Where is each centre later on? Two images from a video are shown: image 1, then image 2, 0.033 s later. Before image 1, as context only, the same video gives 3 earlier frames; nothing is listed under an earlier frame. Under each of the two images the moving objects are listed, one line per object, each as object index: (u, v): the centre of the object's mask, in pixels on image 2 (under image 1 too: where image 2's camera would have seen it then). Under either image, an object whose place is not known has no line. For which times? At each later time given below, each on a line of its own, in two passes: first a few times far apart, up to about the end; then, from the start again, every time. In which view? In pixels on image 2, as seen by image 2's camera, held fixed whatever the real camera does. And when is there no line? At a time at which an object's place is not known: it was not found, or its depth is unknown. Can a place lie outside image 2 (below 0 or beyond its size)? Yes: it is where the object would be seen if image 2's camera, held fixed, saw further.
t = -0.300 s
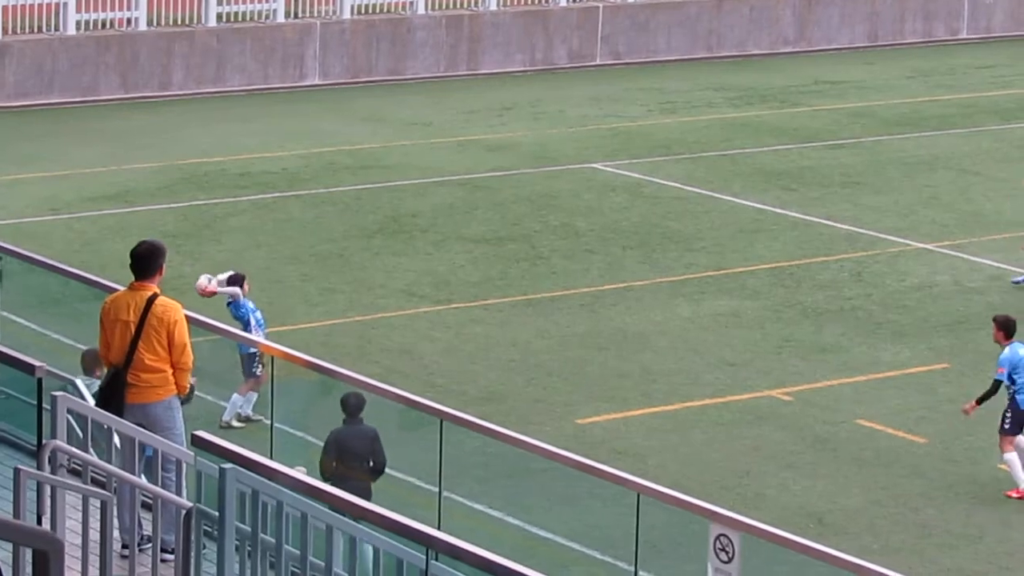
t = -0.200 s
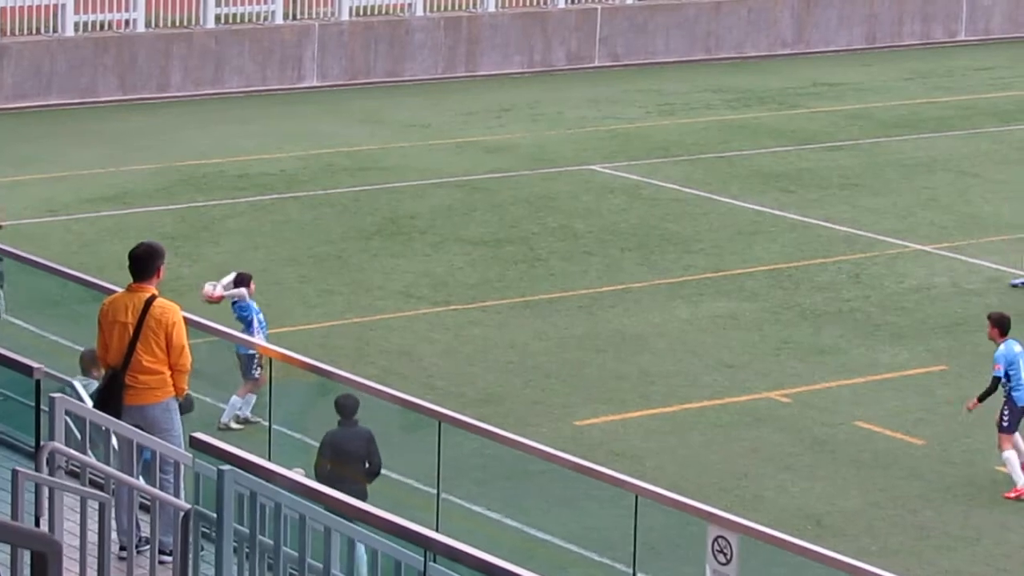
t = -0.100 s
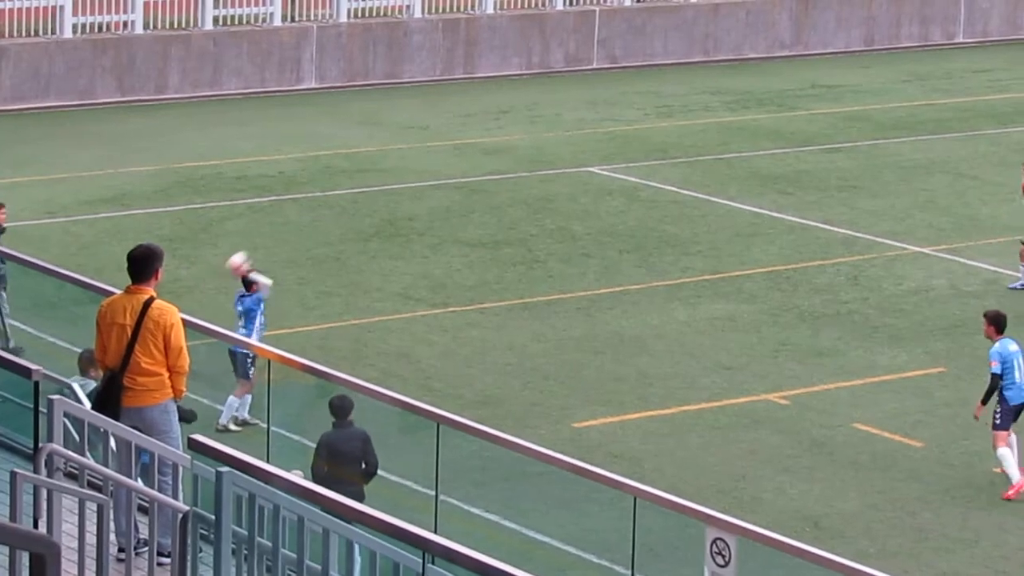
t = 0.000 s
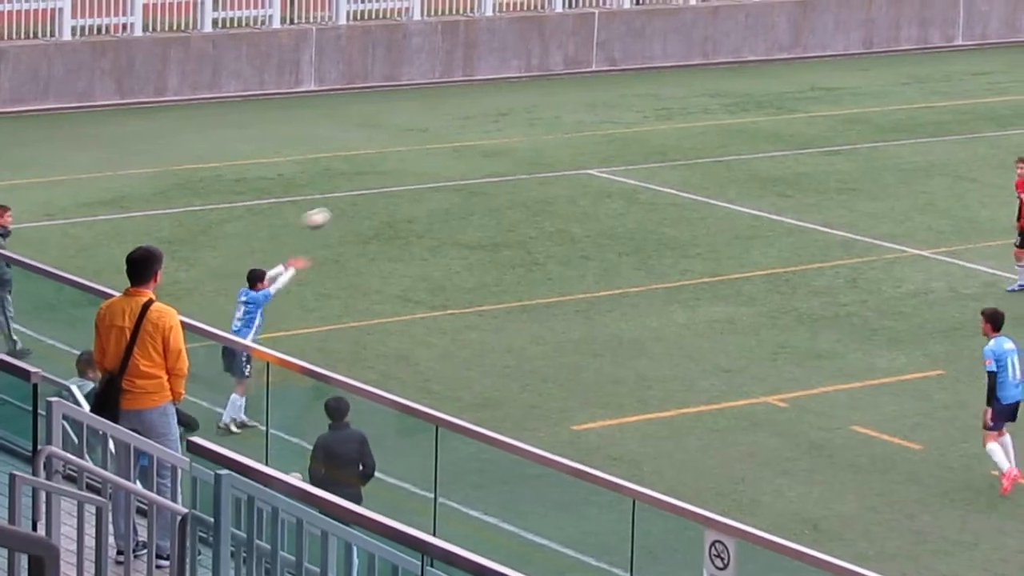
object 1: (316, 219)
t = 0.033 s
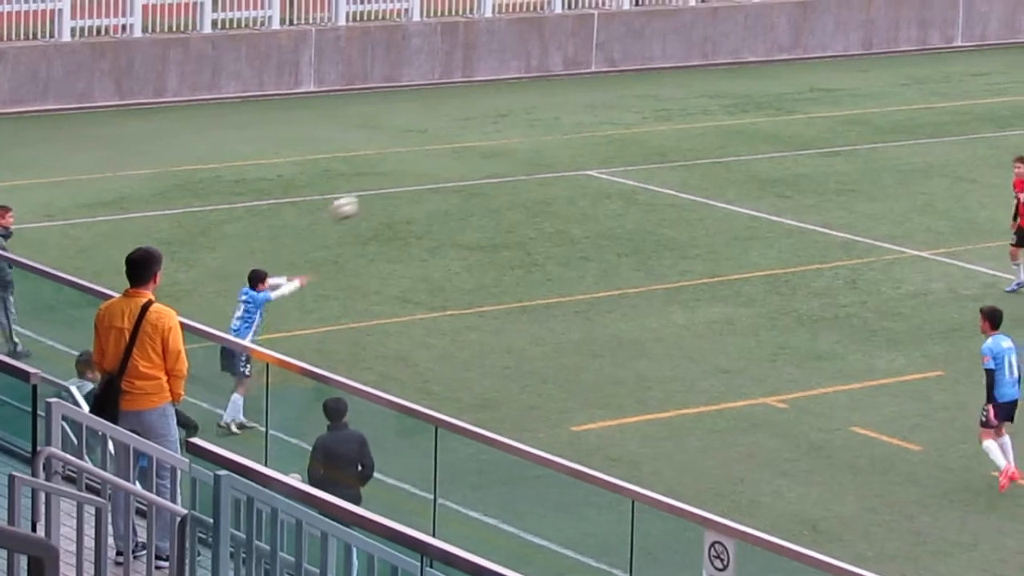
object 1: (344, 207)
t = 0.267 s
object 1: (539, 154)
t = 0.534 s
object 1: (742, 151)
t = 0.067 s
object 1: (374, 195)
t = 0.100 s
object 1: (401, 185)
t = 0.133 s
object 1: (430, 177)
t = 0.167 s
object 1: (457, 169)
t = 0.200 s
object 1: (486, 163)
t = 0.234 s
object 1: (513, 158)
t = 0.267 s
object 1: (539, 154)
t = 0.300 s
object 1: (566, 150)
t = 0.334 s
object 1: (592, 147)
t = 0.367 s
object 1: (617, 146)
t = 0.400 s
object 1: (642, 145)
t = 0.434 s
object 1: (668, 145)
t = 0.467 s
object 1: (694, 147)
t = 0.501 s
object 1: (718, 149)
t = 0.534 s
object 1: (742, 151)
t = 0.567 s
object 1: (766, 155)
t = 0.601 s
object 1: (790, 160)
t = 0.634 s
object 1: (813, 165)
